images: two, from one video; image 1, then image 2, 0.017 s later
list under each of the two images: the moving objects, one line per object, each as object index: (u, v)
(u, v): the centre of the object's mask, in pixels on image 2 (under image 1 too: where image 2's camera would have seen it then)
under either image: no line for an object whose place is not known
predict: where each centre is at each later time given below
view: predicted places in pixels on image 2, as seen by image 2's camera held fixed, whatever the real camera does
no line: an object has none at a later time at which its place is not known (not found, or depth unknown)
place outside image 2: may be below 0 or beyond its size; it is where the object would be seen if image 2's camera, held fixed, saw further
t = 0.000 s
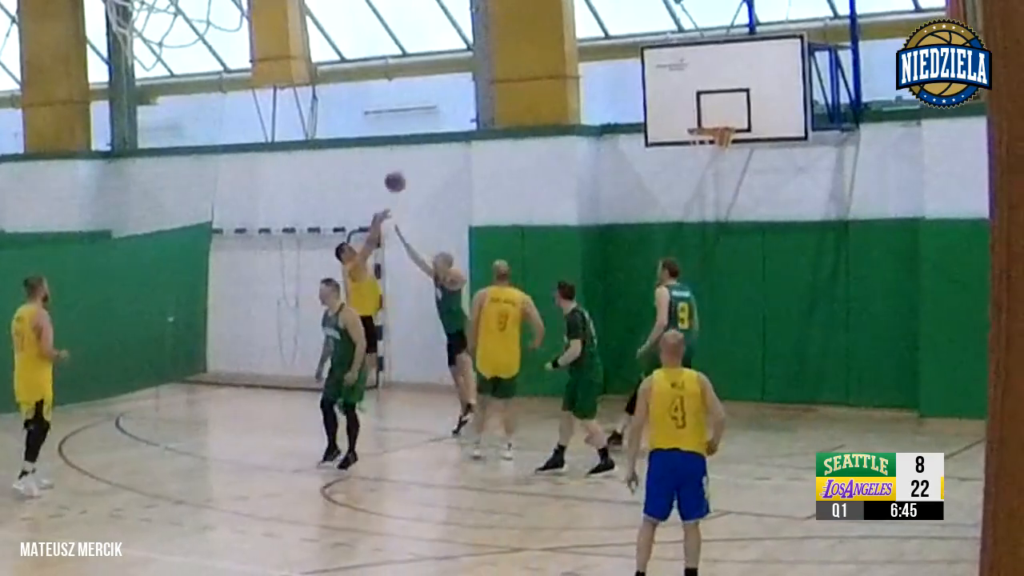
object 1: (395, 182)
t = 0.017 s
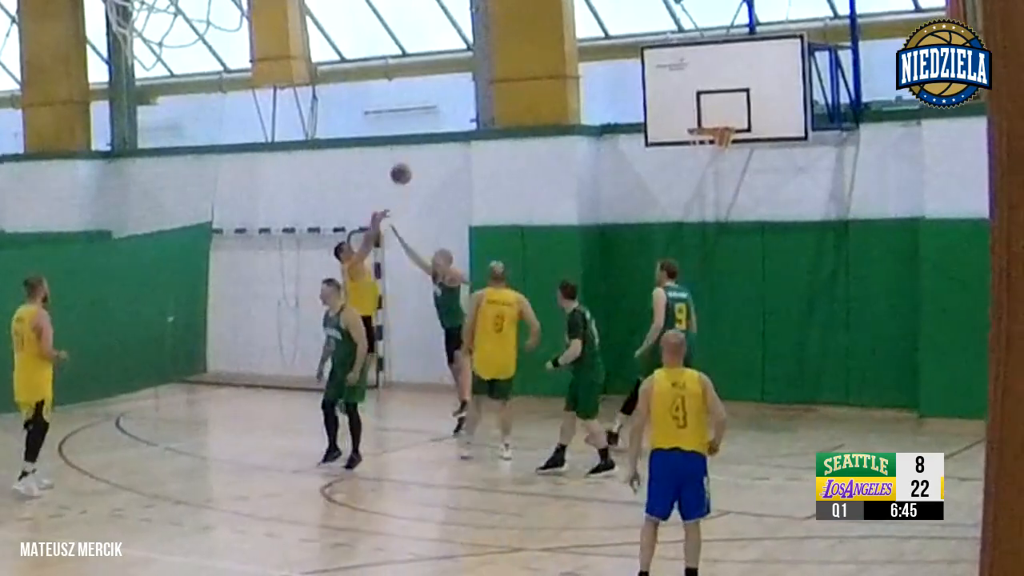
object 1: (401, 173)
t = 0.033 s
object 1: (406, 166)
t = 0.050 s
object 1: (412, 159)
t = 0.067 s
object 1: (418, 152)
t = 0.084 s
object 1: (424, 145)
